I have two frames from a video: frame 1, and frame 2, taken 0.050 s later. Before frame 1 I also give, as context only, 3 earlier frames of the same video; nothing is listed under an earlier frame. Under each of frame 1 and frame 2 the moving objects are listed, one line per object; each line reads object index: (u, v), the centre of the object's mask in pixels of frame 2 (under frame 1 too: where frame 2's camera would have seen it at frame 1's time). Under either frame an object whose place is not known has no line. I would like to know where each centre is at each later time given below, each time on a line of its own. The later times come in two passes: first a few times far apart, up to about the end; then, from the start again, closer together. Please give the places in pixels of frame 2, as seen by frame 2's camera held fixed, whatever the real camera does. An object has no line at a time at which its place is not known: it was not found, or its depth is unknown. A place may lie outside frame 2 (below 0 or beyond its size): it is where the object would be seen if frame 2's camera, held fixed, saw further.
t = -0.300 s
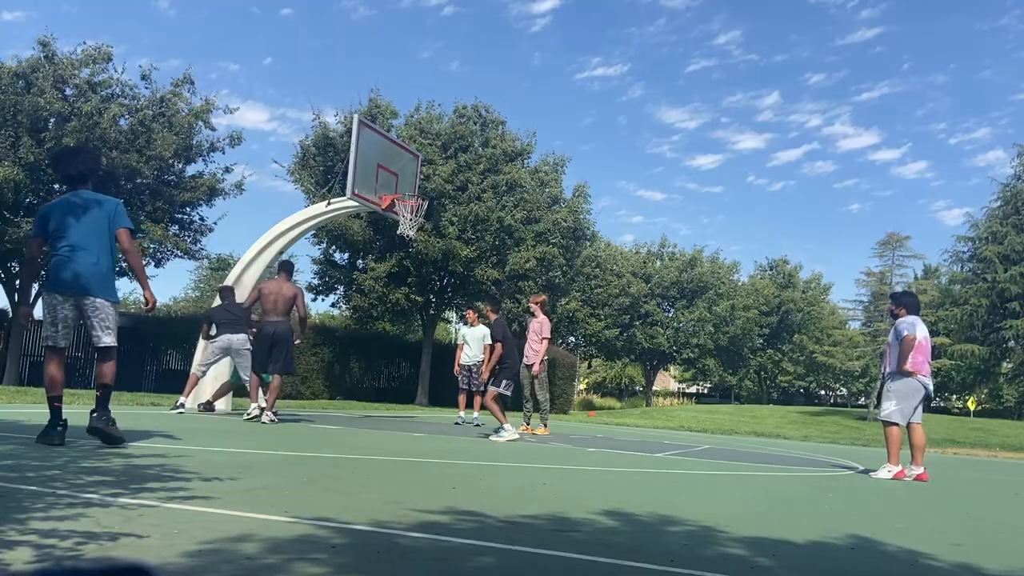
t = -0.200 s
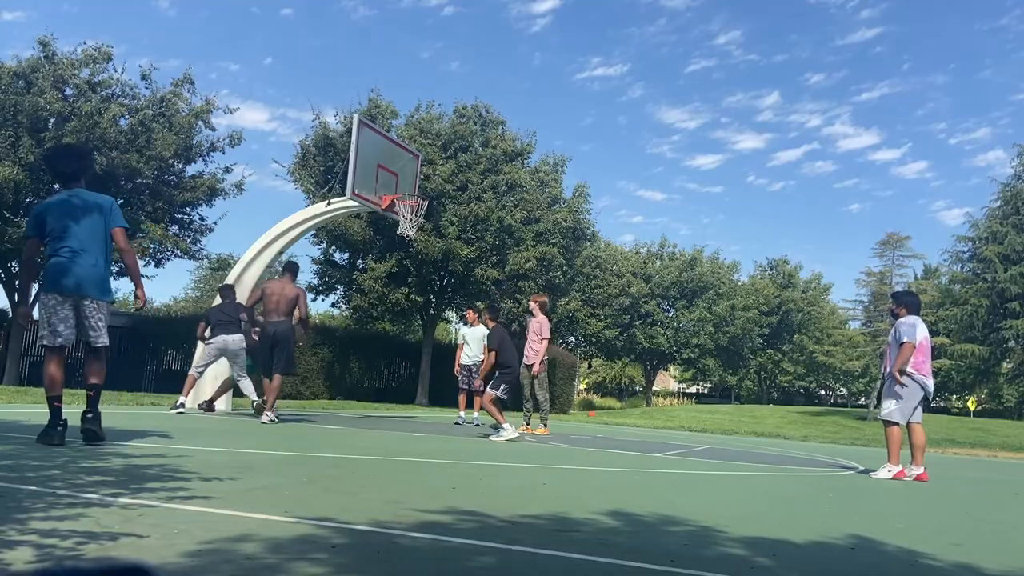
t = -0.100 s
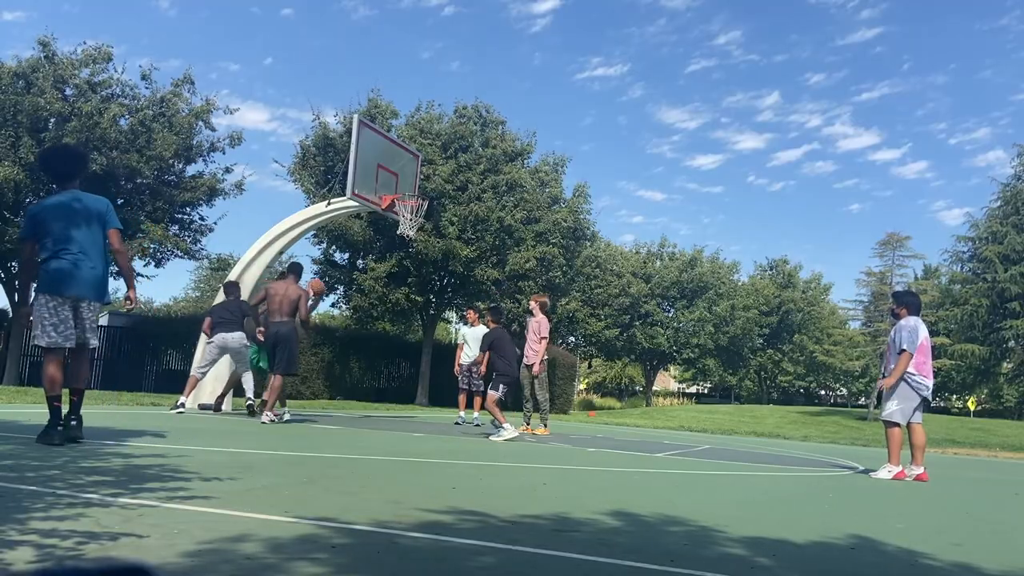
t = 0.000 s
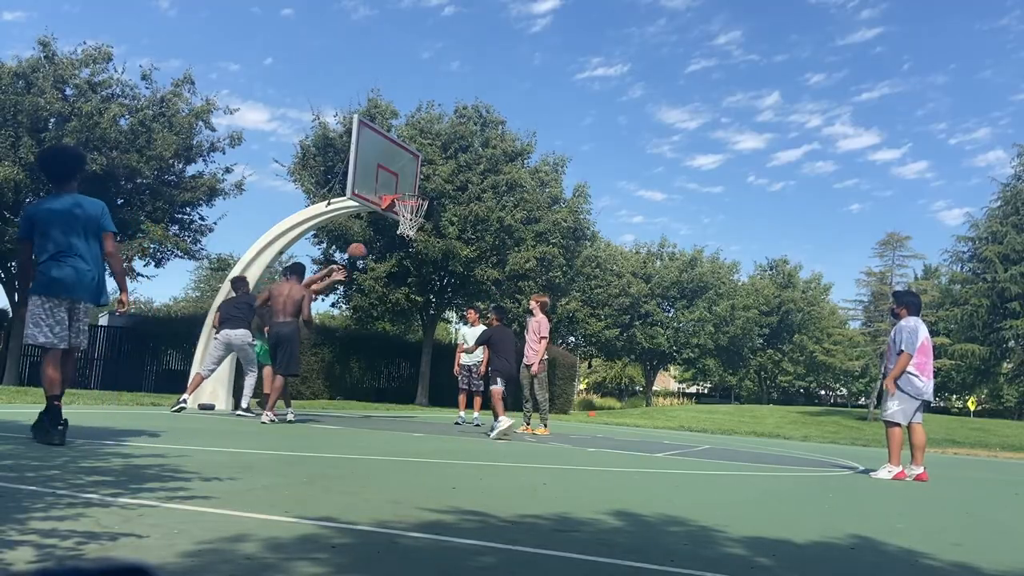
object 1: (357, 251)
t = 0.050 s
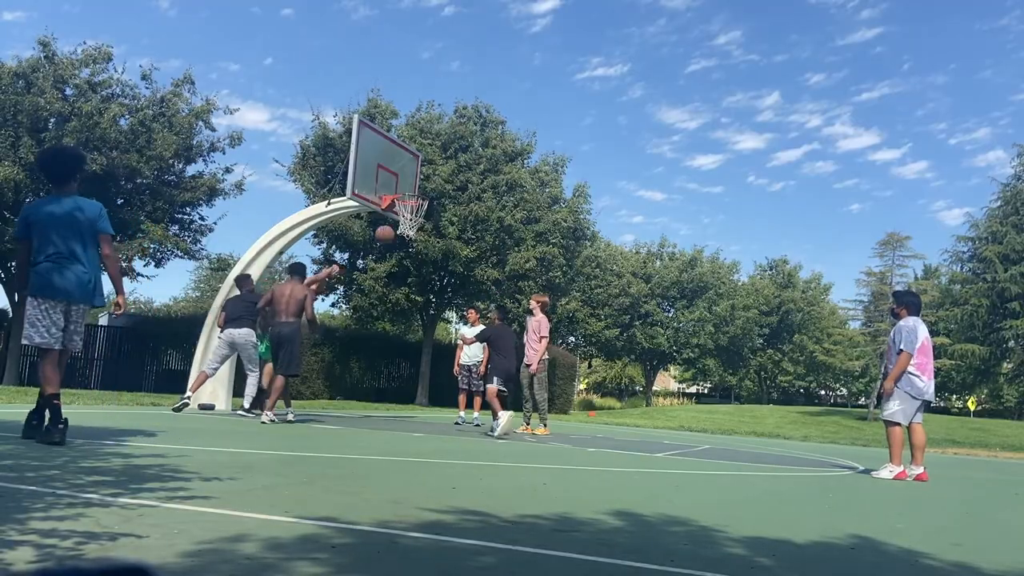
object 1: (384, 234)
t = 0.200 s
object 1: (471, 190)
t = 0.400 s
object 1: (597, 154)
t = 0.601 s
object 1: (741, 145)
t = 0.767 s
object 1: (881, 165)
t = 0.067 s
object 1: (393, 229)
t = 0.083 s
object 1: (403, 224)
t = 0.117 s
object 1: (422, 213)
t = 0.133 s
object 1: (431, 207)
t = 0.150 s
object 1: (441, 203)
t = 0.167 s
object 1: (451, 199)
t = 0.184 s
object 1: (461, 194)
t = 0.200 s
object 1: (471, 190)
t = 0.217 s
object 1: (481, 186)
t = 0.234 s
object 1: (491, 182)
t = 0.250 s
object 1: (503, 179)
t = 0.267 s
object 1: (512, 174)
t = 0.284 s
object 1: (521, 172)
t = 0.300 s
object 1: (533, 169)
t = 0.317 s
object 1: (543, 166)
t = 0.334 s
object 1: (554, 163)
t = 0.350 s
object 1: (564, 161)
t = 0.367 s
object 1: (575, 158)
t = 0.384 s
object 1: (586, 156)
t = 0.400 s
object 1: (597, 154)
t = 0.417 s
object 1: (608, 152)
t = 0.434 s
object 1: (619, 151)
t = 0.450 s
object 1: (631, 149)
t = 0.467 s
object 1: (642, 148)
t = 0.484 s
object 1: (654, 147)
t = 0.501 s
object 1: (666, 146)
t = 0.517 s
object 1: (678, 145)
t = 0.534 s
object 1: (690, 145)
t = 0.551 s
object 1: (703, 145)
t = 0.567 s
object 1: (715, 144)
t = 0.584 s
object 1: (728, 145)
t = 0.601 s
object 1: (741, 145)
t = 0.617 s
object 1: (754, 146)
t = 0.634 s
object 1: (767, 147)
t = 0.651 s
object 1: (781, 148)
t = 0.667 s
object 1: (794, 150)
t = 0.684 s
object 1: (808, 152)
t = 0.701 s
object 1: (822, 154)
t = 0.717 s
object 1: (837, 157)
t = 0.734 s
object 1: (851, 159)
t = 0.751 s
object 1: (865, 162)
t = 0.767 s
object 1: (881, 165)
